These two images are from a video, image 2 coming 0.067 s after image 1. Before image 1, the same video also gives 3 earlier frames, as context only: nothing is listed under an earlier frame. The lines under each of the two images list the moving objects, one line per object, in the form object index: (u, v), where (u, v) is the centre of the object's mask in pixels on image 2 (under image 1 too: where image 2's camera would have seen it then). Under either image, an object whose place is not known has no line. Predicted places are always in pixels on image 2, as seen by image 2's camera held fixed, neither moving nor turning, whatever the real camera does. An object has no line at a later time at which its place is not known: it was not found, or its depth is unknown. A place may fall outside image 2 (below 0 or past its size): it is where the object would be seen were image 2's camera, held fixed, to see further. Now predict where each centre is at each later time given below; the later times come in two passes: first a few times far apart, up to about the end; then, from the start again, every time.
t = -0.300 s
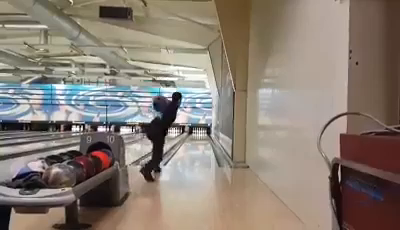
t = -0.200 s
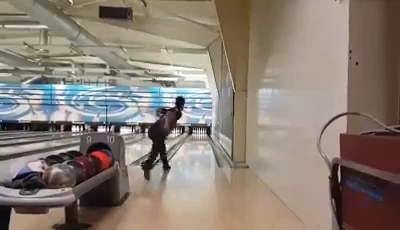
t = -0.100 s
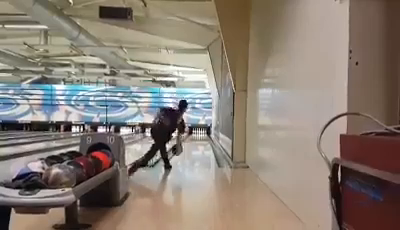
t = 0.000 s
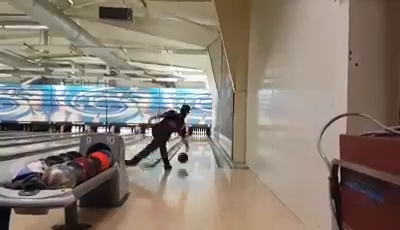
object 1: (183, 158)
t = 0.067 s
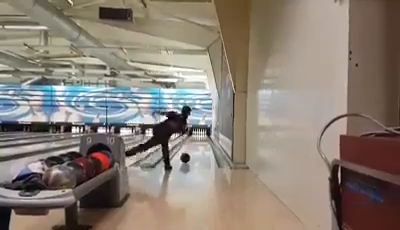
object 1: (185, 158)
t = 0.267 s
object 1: (189, 152)
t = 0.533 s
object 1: (194, 146)
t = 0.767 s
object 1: (196, 143)
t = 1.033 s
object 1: (198, 140)
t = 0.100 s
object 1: (186, 156)
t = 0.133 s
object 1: (187, 155)
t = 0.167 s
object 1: (188, 154)
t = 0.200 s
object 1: (188, 153)
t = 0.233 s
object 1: (189, 152)
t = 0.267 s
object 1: (189, 152)
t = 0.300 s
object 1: (190, 151)
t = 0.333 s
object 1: (191, 150)
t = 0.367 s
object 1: (191, 149)
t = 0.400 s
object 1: (192, 149)
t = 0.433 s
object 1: (192, 148)
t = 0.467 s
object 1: (193, 147)
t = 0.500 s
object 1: (193, 147)
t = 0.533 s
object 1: (194, 146)
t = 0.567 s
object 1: (194, 146)
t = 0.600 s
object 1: (195, 145)
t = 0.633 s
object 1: (194, 145)
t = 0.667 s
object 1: (195, 144)
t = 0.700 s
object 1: (196, 143)
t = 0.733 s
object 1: (196, 143)
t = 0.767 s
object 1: (196, 143)
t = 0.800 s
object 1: (196, 143)
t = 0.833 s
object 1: (197, 142)
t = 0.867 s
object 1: (197, 141)
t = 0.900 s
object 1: (197, 141)
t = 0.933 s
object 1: (197, 141)
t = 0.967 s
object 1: (198, 141)
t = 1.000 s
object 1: (198, 141)
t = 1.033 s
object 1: (198, 140)
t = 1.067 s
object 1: (198, 140)
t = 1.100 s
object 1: (198, 139)
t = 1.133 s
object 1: (199, 139)
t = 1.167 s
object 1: (199, 139)
